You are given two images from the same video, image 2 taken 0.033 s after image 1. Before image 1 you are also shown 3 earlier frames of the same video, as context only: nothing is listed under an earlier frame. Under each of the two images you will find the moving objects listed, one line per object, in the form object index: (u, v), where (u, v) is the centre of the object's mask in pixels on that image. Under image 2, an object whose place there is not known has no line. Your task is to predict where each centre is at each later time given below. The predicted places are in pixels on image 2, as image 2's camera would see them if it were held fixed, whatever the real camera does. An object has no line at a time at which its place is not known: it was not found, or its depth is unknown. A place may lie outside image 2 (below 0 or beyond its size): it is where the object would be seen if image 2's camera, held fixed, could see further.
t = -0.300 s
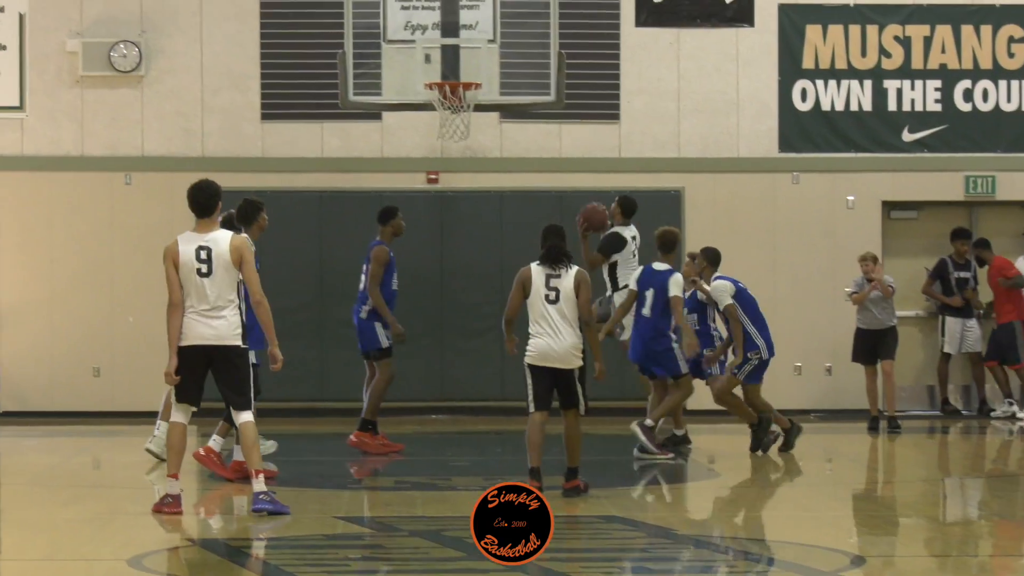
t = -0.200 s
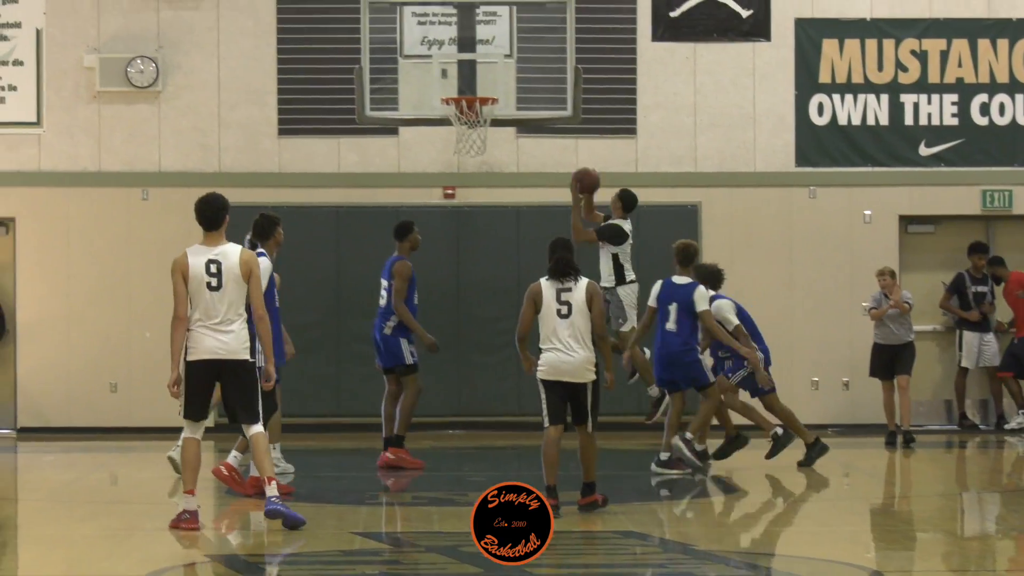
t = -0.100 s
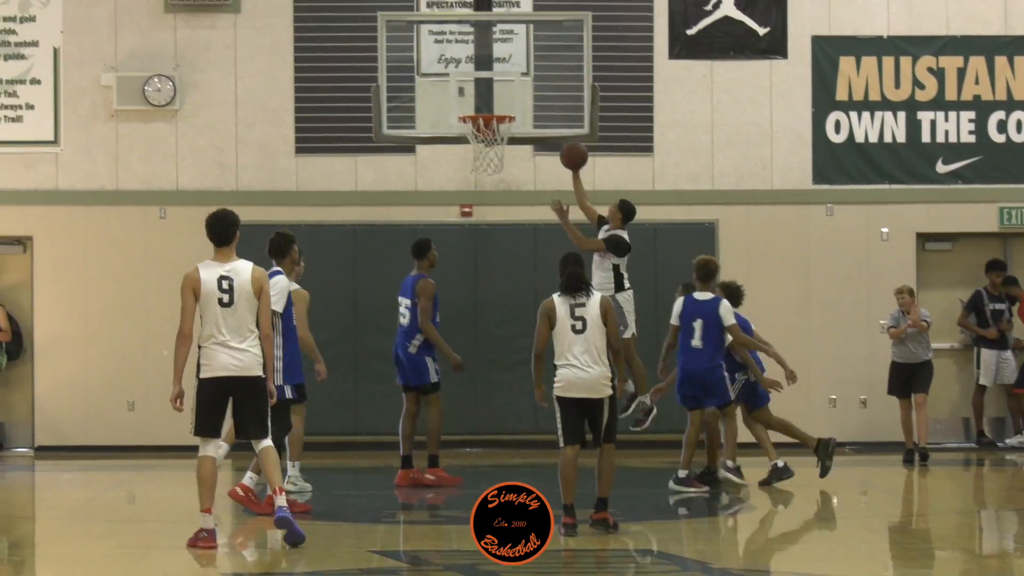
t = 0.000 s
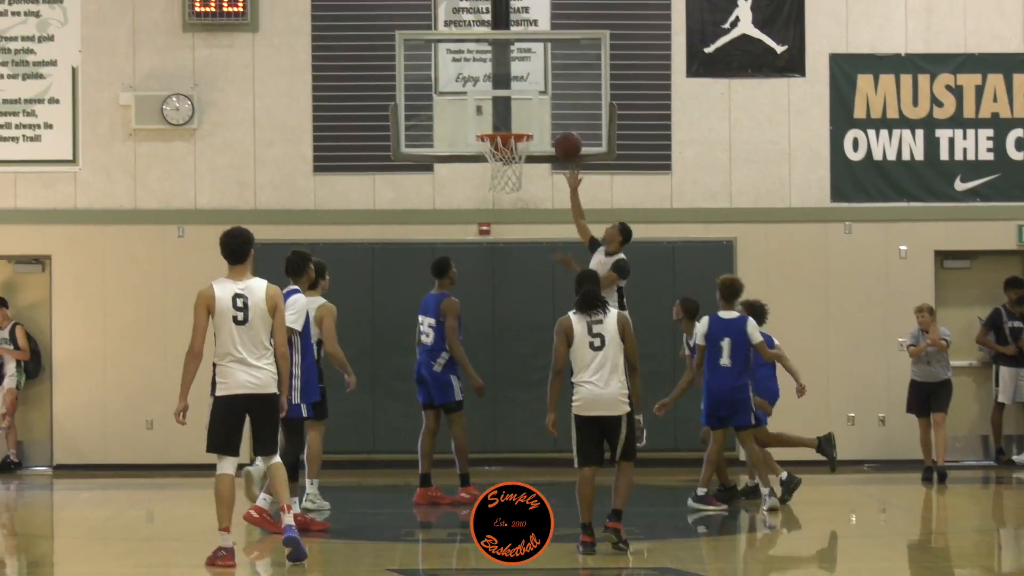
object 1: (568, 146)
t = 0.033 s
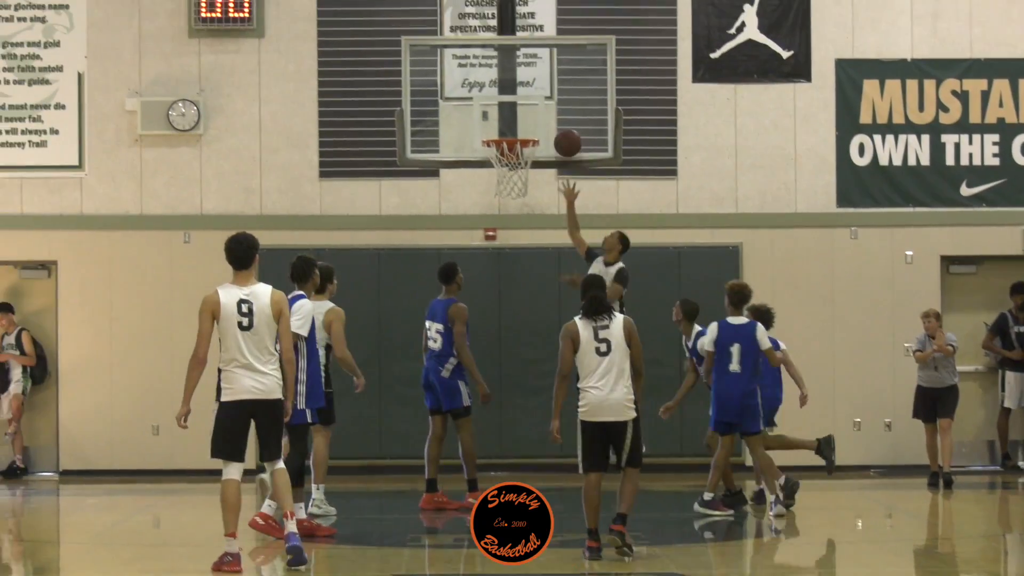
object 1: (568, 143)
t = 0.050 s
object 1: (564, 140)
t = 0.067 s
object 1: (561, 136)
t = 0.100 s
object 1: (555, 129)
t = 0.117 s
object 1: (553, 125)
